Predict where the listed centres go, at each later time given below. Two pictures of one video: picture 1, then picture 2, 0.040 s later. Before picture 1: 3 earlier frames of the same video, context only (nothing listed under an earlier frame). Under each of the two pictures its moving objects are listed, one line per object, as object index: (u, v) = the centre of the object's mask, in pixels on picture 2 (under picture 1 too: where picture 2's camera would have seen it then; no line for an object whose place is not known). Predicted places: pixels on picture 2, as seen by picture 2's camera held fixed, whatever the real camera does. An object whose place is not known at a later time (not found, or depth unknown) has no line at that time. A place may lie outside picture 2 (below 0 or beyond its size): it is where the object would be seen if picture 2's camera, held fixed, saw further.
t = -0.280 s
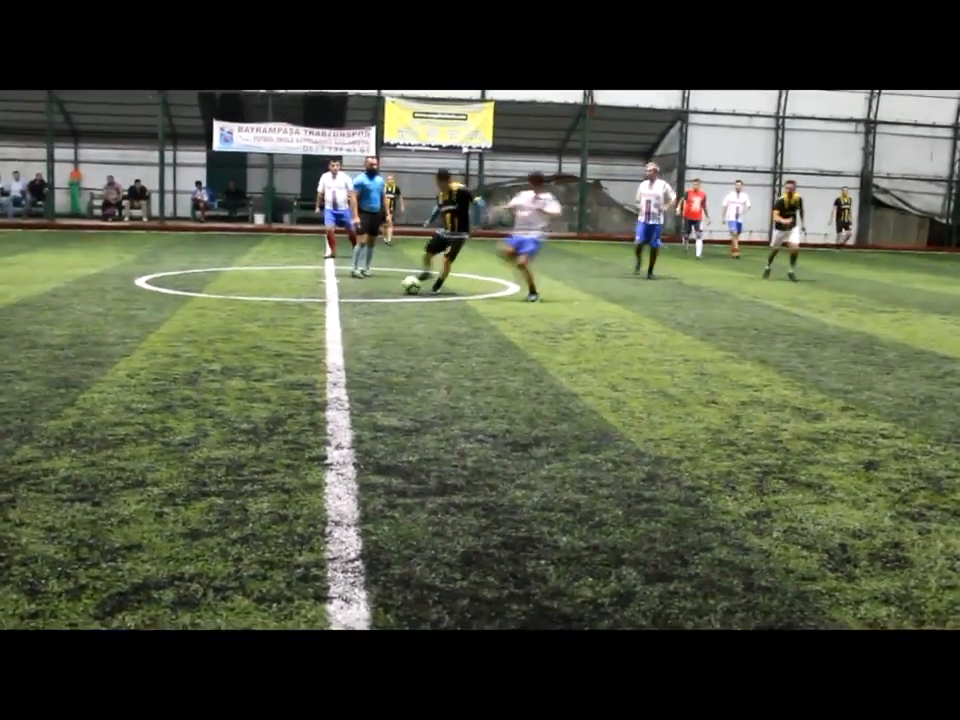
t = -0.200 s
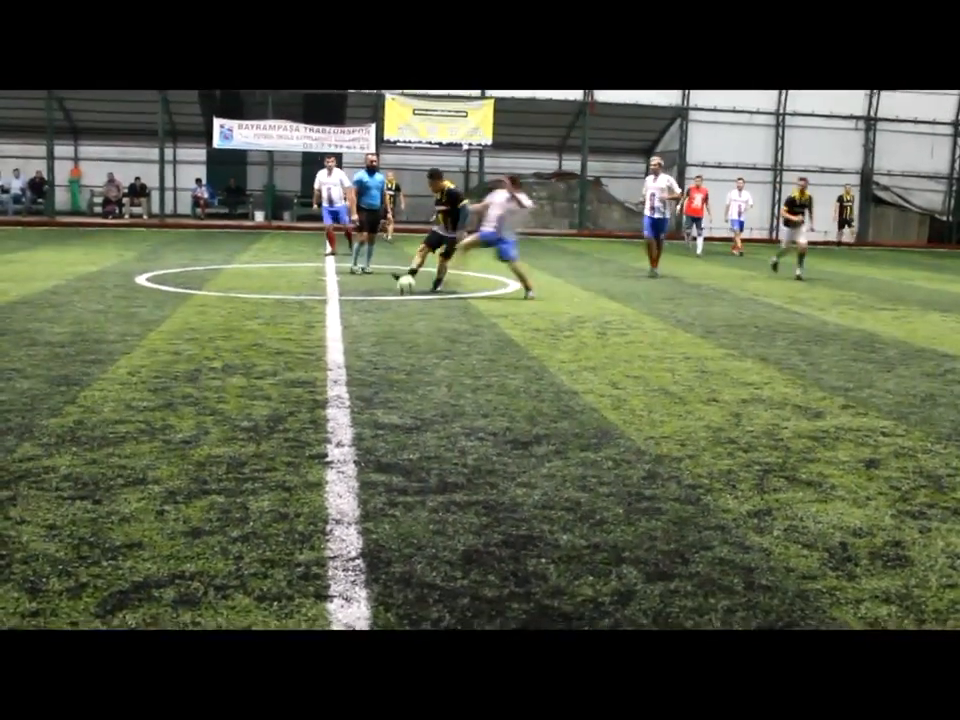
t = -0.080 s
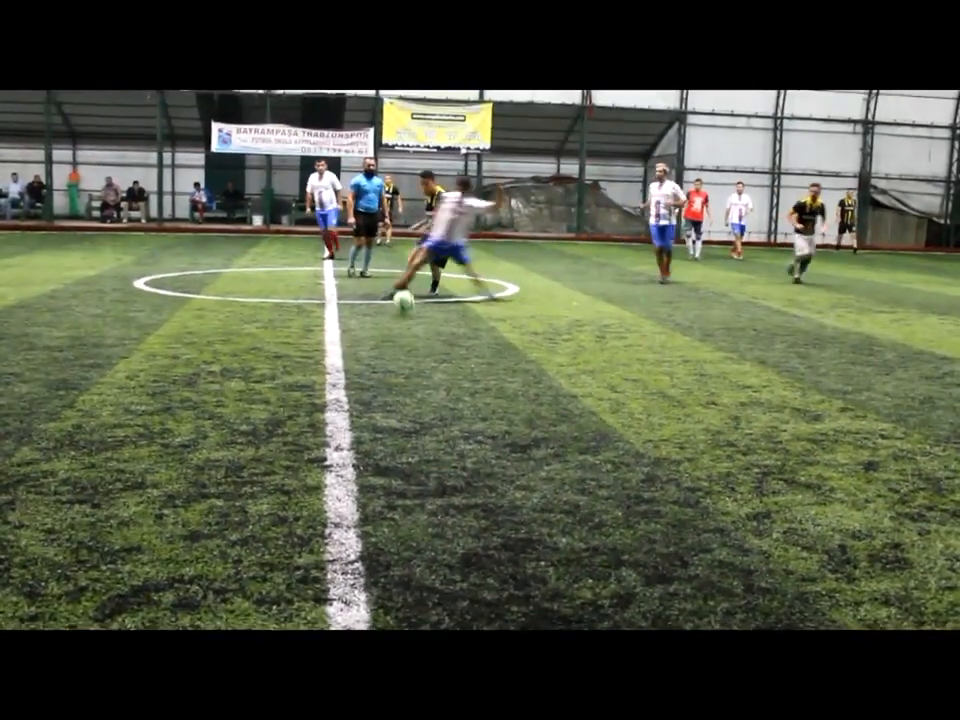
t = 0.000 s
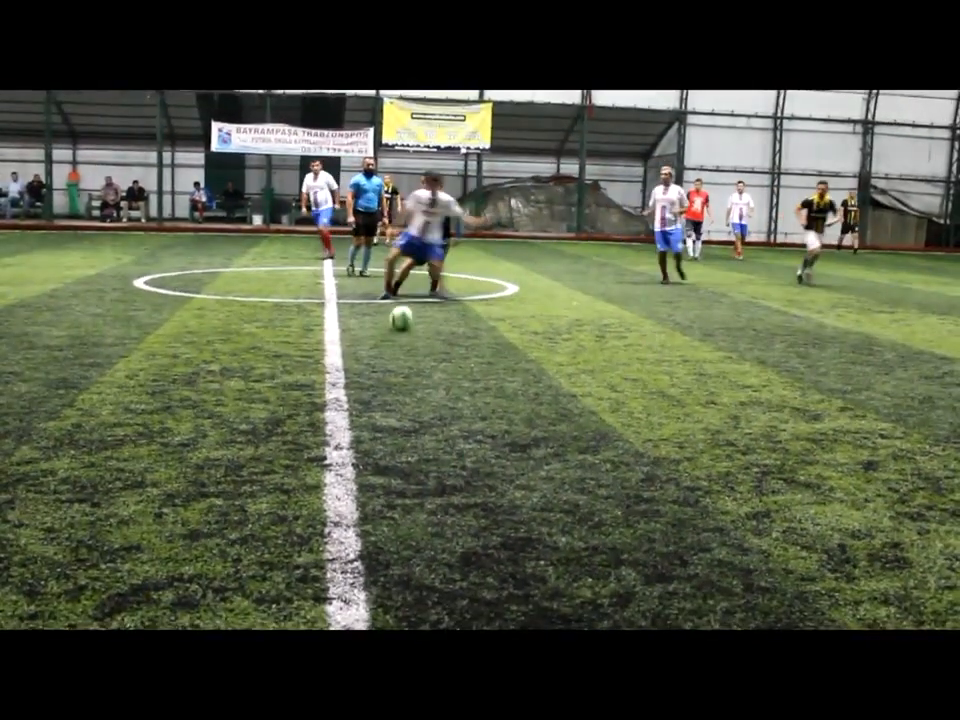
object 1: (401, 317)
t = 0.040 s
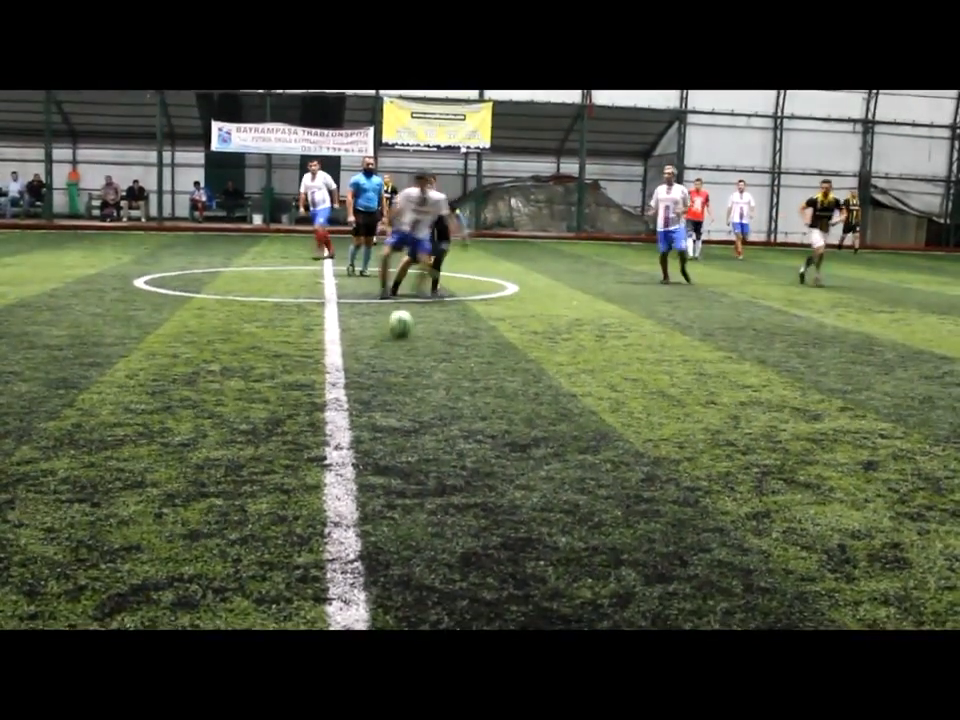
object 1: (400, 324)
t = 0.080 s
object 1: (400, 332)
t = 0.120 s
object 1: (398, 338)
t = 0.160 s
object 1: (398, 343)
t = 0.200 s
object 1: (398, 353)
